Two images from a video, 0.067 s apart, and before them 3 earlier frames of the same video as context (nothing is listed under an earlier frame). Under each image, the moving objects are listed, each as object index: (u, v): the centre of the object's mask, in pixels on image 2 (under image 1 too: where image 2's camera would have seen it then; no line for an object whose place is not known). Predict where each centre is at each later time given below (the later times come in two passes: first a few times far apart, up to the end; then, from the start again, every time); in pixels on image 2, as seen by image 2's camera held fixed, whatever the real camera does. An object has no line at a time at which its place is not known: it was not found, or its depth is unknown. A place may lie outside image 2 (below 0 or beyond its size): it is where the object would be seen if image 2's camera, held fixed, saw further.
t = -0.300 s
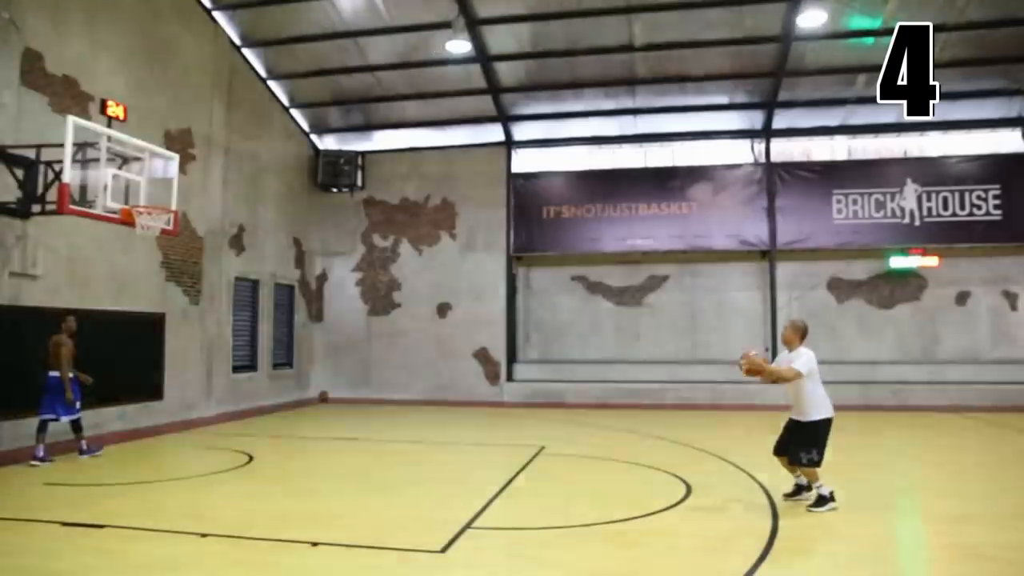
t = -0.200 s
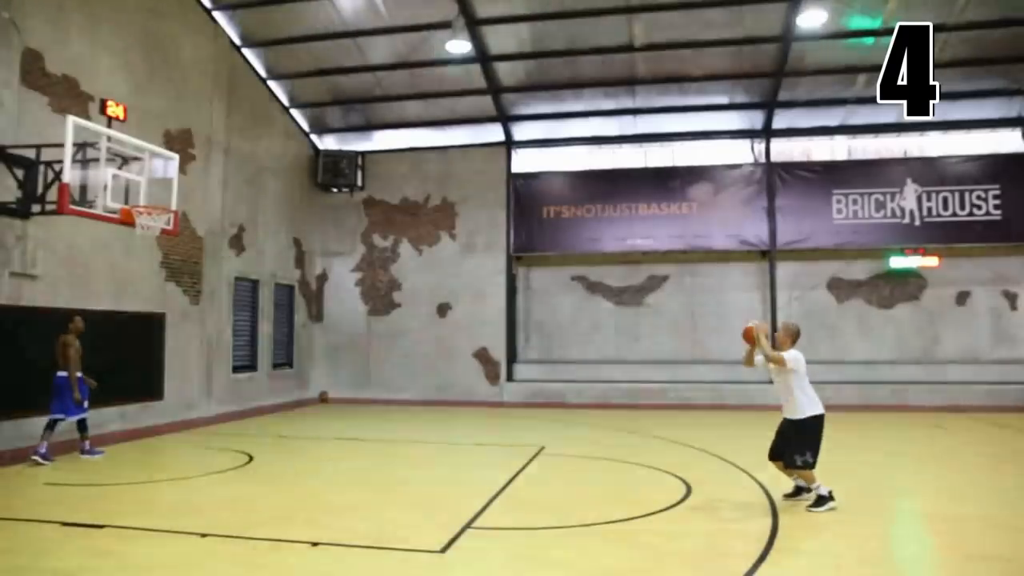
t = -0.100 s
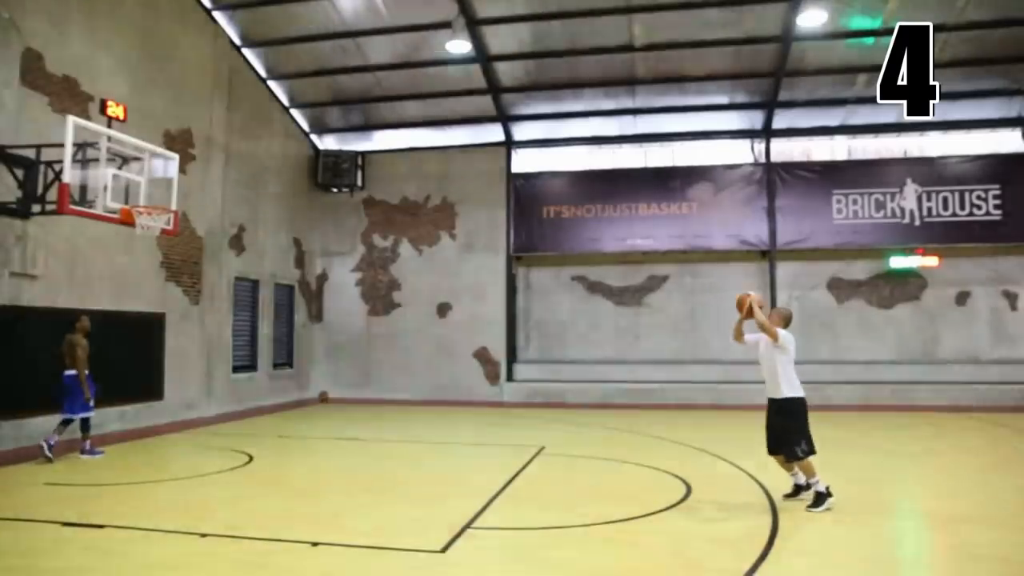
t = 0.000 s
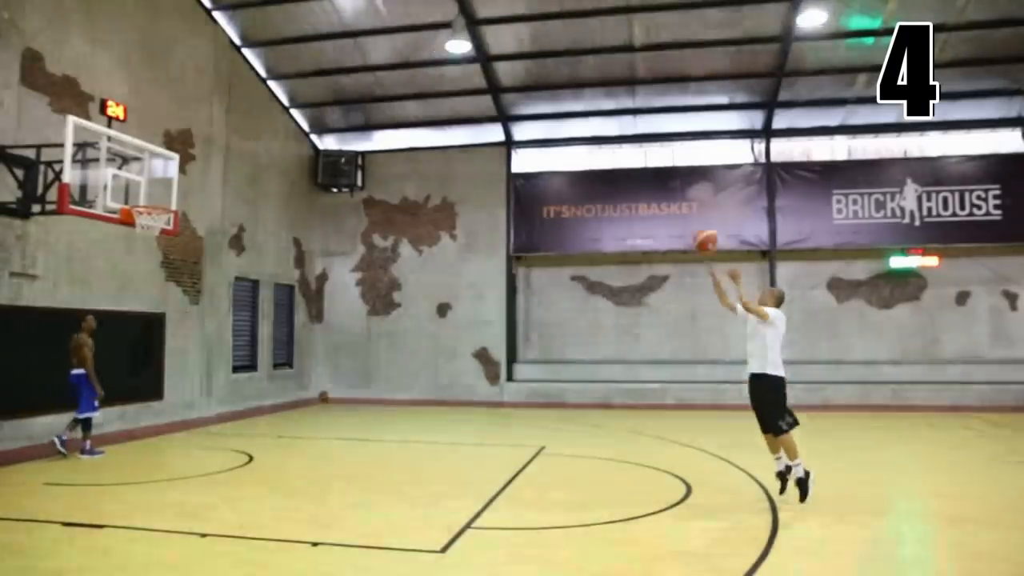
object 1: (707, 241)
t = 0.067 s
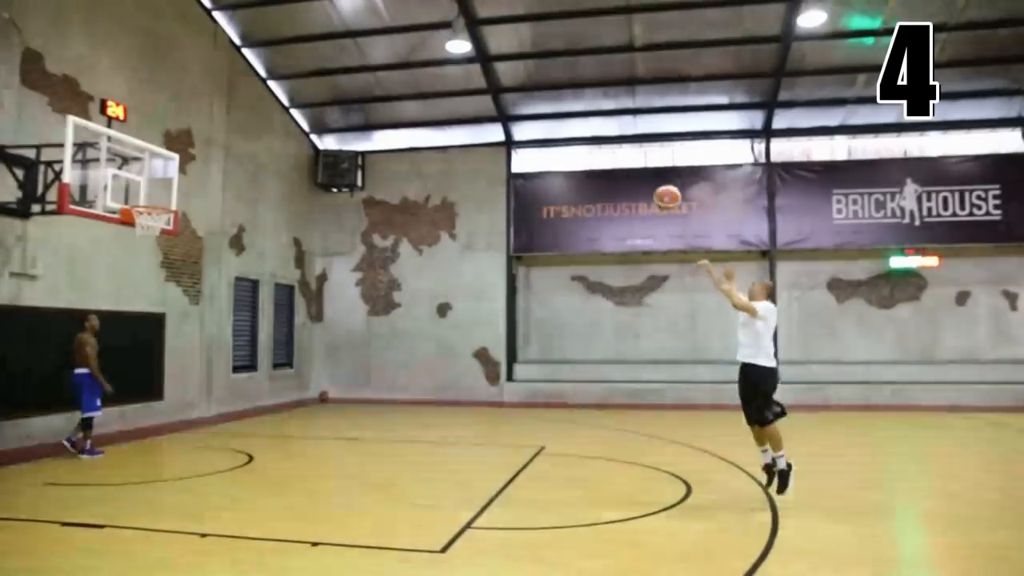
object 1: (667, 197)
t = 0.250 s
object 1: (567, 107)
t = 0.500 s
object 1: (445, 48)
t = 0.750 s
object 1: (342, 49)
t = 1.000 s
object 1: (246, 98)
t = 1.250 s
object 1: (158, 195)
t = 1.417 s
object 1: (137, 239)
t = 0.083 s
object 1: (658, 186)
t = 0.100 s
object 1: (649, 177)
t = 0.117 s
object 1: (639, 170)
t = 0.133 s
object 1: (630, 160)
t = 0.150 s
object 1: (620, 150)
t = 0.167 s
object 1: (612, 142)
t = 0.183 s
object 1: (603, 135)
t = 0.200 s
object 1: (593, 128)
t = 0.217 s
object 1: (584, 121)
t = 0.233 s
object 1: (576, 114)
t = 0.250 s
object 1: (567, 107)
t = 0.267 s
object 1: (559, 101)
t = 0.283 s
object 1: (550, 96)
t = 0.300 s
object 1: (542, 90)
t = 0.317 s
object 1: (533, 85)
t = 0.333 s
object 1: (526, 80)
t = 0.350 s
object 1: (518, 76)
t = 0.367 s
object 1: (509, 73)
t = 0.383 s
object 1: (500, 68)
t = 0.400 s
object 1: (492, 65)
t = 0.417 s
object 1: (485, 62)
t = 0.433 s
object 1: (477, 59)
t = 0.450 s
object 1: (470, 56)
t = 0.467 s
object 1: (463, 54)
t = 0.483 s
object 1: (456, 51)
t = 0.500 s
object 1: (445, 48)
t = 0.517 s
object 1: (439, 47)
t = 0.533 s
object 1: (432, 46)
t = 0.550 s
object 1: (424, 45)
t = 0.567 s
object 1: (417, 44)
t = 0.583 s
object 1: (410, 43)
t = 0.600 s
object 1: (403, 43)
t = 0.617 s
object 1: (395, 42)
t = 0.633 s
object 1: (389, 42)
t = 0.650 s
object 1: (382, 42)
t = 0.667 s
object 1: (376, 42)
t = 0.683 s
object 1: (369, 44)
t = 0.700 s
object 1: (362, 45)
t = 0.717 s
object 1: (355, 45)
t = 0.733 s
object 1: (348, 47)
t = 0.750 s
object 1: (342, 49)
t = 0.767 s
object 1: (335, 50)
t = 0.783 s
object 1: (329, 53)
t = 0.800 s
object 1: (322, 55)
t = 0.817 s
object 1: (315, 58)
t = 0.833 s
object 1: (309, 61)
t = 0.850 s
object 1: (303, 64)
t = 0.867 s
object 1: (296, 67)
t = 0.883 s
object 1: (290, 70)
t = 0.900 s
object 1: (283, 73)
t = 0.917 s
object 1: (278, 77)
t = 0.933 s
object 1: (271, 81)
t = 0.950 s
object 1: (265, 85)
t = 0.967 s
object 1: (259, 90)
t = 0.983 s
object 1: (252, 93)
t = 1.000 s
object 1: (246, 98)
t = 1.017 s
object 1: (240, 104)
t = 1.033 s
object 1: (234, 109)
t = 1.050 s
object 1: (228, 114)
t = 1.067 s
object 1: (222, 120)
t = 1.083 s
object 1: (216, 126)
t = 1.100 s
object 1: (211, 132)
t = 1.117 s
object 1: (204, 138)
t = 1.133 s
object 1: (198, 144)
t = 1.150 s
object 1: (192, 151)
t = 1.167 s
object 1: (187, 157)
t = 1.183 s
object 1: (182, 165)
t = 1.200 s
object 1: (176, 172)
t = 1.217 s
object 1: (169, 180)
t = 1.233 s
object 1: (164, 187)
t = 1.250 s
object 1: (158, 195)
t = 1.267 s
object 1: (152, 204)
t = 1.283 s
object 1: (145, 207)
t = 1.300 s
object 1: (136, 213)
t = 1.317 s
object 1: (137, 222)
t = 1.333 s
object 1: (136, 225)
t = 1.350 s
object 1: (137, 226)
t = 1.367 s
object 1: (137, 229)
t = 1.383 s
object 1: (137, 232)
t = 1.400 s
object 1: (137, 235)
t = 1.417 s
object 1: (137, 239)
